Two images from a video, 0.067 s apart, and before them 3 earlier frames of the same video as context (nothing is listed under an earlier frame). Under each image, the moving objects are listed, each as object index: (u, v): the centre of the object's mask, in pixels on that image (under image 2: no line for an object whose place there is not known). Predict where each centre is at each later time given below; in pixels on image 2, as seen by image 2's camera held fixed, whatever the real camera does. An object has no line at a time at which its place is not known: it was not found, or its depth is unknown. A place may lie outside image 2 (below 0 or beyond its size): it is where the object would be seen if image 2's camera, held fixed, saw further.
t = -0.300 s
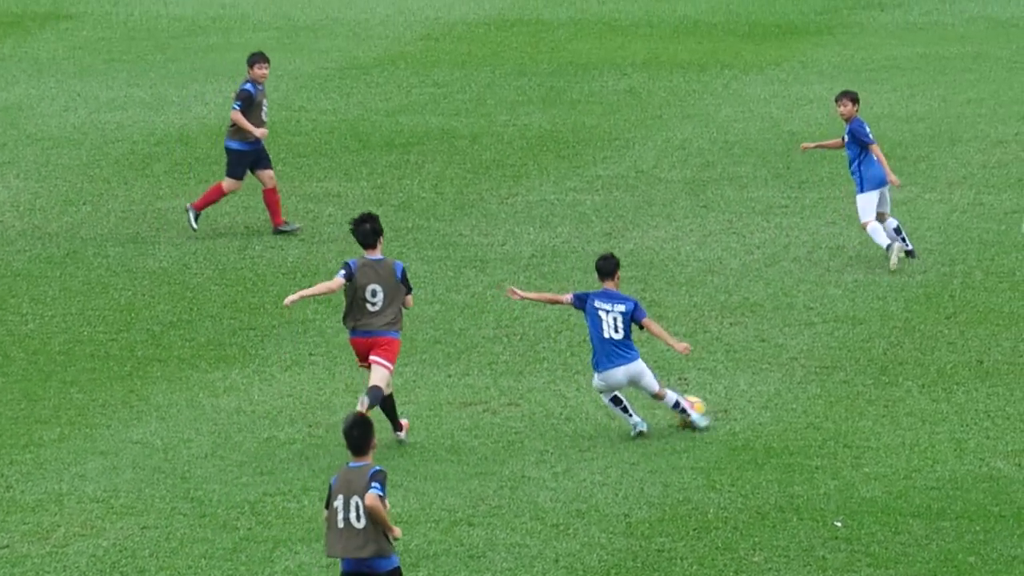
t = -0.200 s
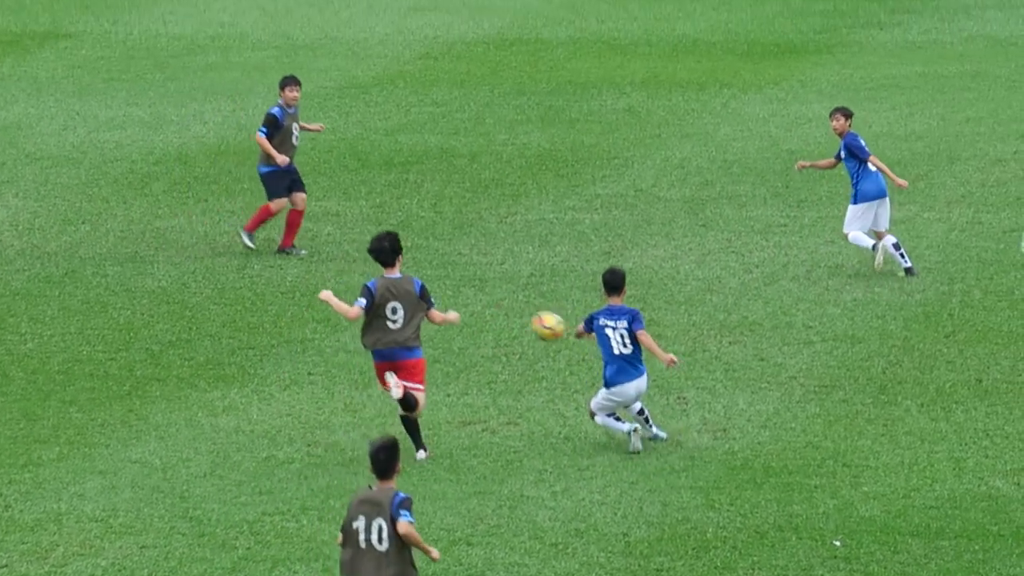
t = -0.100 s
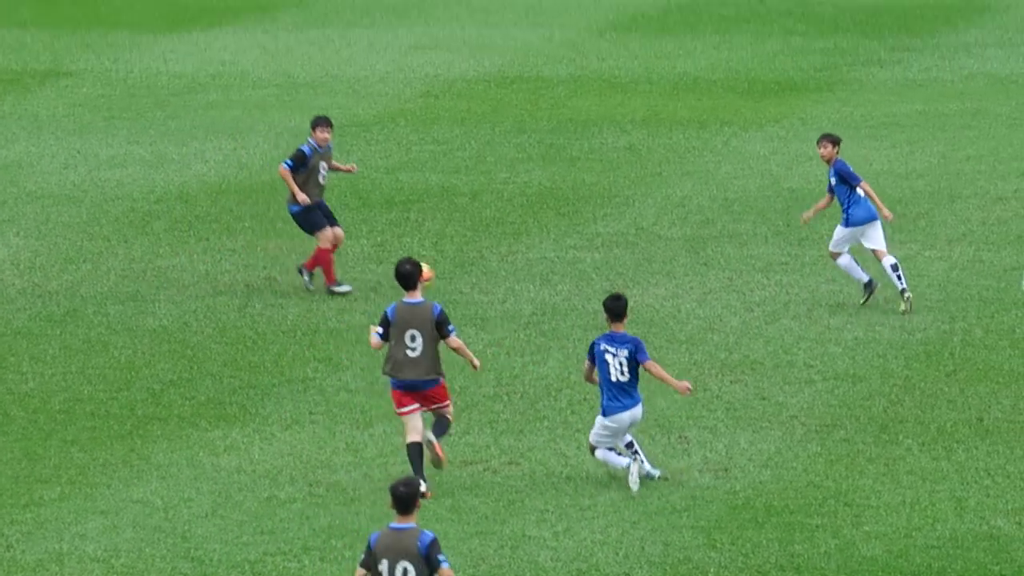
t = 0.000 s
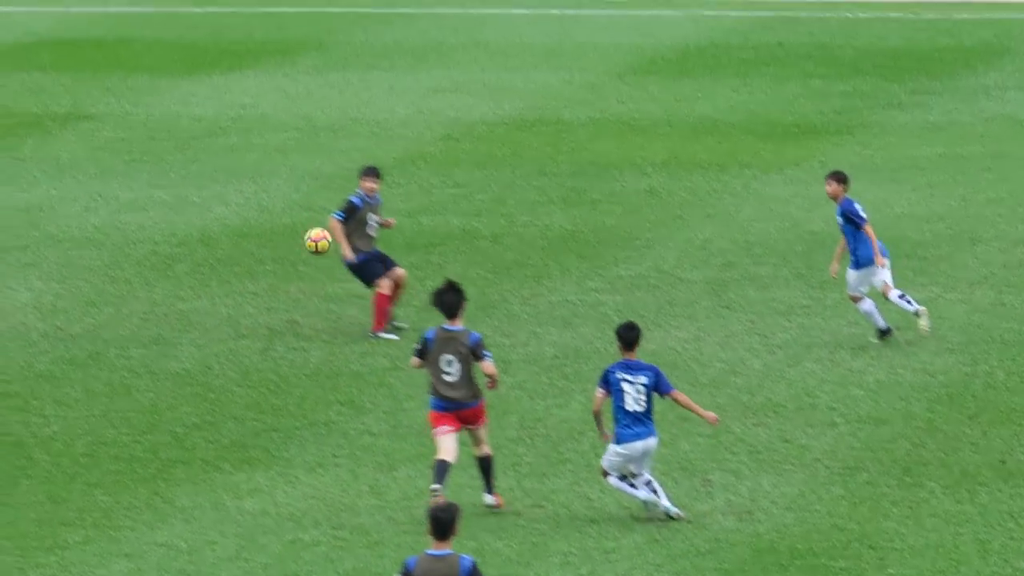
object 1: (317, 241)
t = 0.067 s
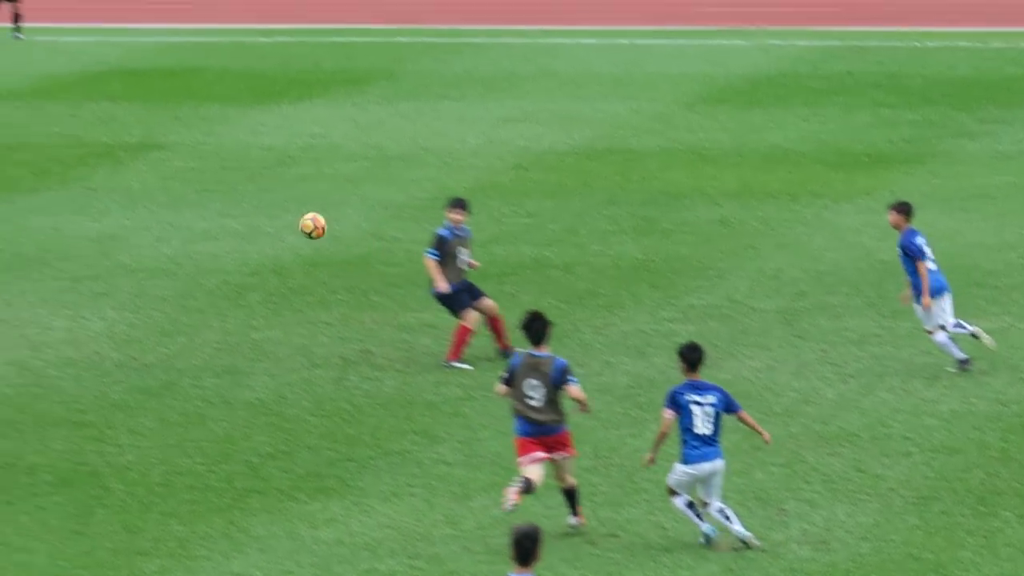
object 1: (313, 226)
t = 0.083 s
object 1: (294, 214)
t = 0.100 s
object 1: (275, 204)
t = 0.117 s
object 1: (257, 193)
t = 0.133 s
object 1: (238, 182)
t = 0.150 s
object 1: (221, 172)
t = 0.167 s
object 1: (203, 163)
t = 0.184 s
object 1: (186, 153)
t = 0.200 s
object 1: (167, 144)
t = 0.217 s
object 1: (149, 135)
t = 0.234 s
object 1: (131, 126)
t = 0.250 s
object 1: (114, 119)
